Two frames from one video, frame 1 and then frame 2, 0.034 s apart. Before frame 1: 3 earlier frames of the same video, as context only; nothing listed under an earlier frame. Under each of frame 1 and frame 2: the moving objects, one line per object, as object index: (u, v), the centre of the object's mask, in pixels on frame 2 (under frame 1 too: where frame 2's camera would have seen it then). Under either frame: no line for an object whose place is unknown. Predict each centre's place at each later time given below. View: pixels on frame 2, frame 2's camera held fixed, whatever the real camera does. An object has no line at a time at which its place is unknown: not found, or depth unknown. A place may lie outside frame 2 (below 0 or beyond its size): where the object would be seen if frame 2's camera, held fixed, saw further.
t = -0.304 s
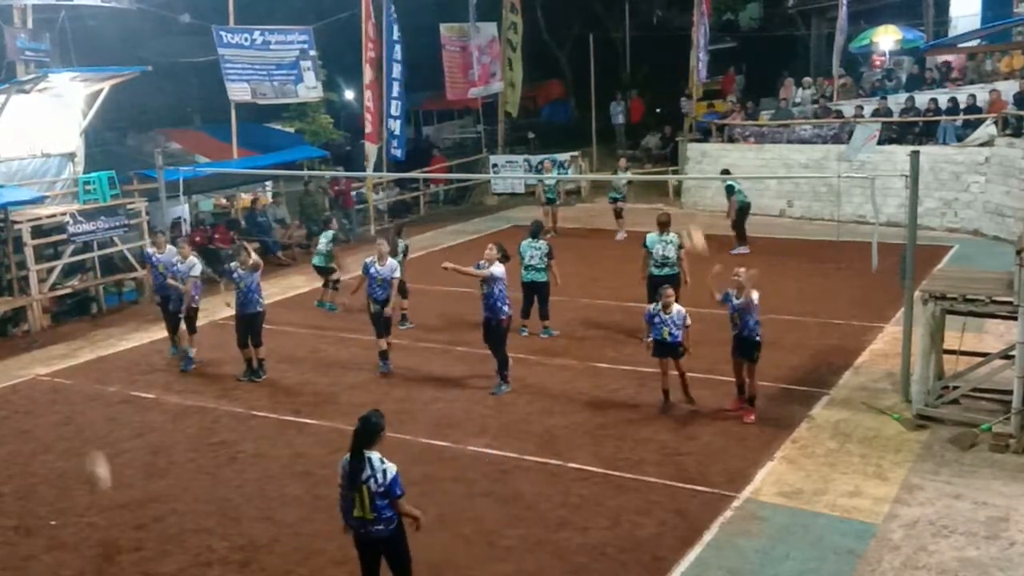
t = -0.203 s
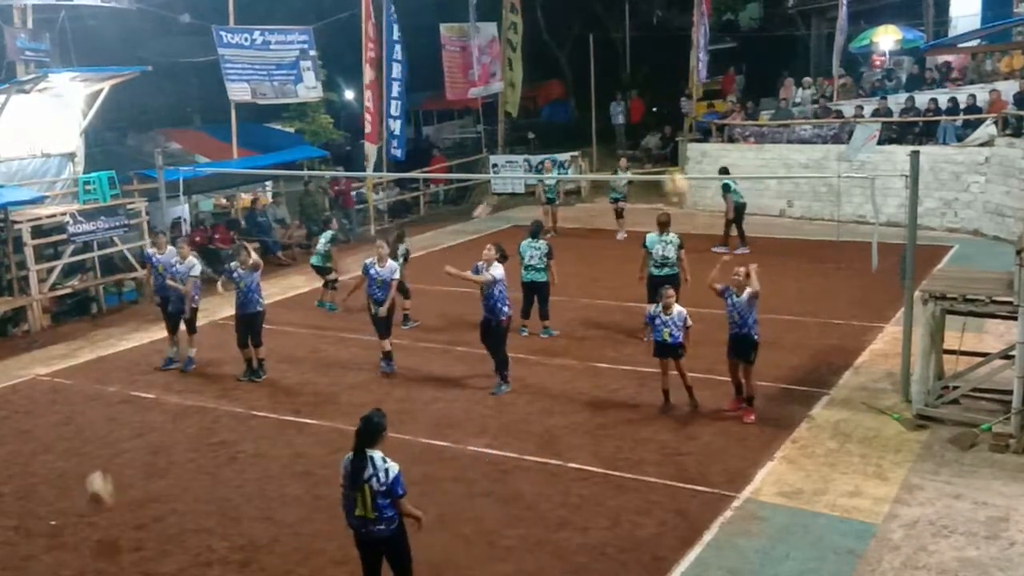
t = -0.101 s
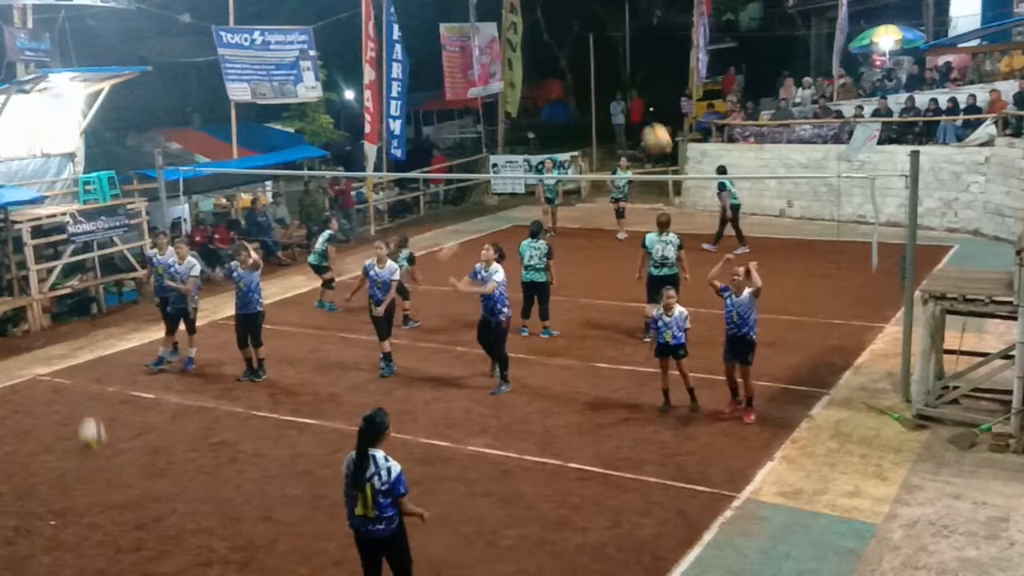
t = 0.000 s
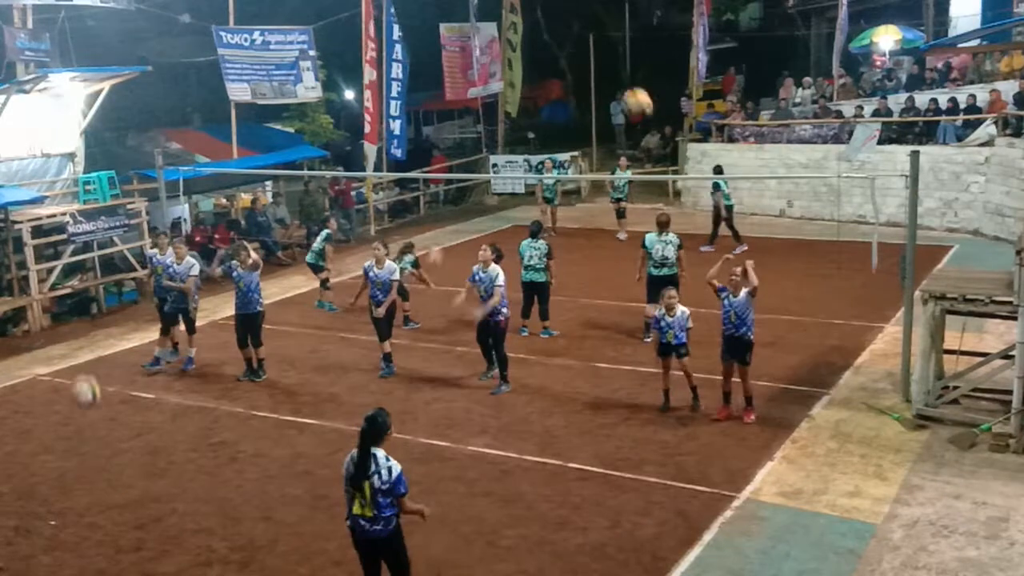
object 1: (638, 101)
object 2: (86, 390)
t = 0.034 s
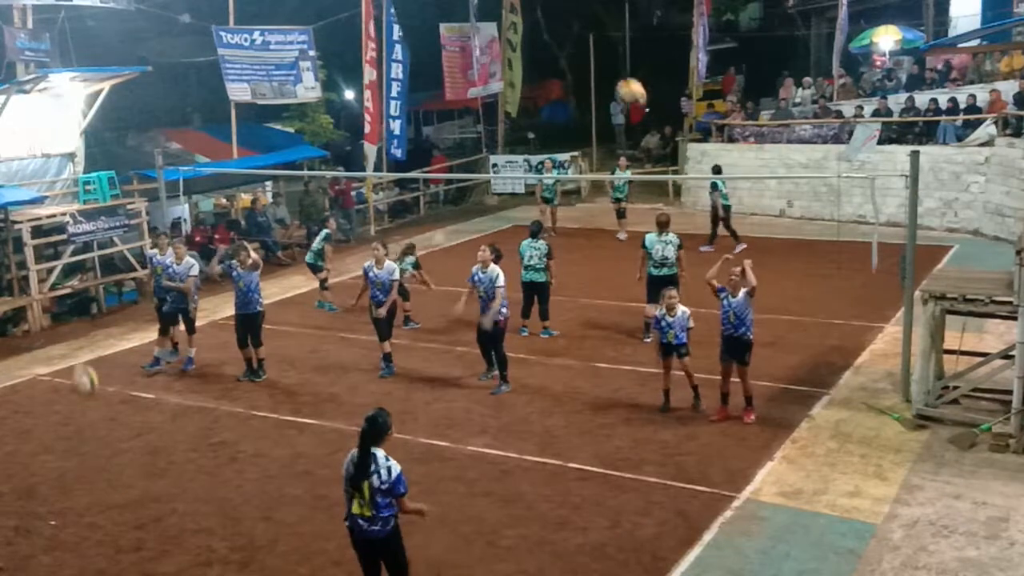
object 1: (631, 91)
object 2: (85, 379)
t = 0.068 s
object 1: (623, 84)
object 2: (82, 371)
